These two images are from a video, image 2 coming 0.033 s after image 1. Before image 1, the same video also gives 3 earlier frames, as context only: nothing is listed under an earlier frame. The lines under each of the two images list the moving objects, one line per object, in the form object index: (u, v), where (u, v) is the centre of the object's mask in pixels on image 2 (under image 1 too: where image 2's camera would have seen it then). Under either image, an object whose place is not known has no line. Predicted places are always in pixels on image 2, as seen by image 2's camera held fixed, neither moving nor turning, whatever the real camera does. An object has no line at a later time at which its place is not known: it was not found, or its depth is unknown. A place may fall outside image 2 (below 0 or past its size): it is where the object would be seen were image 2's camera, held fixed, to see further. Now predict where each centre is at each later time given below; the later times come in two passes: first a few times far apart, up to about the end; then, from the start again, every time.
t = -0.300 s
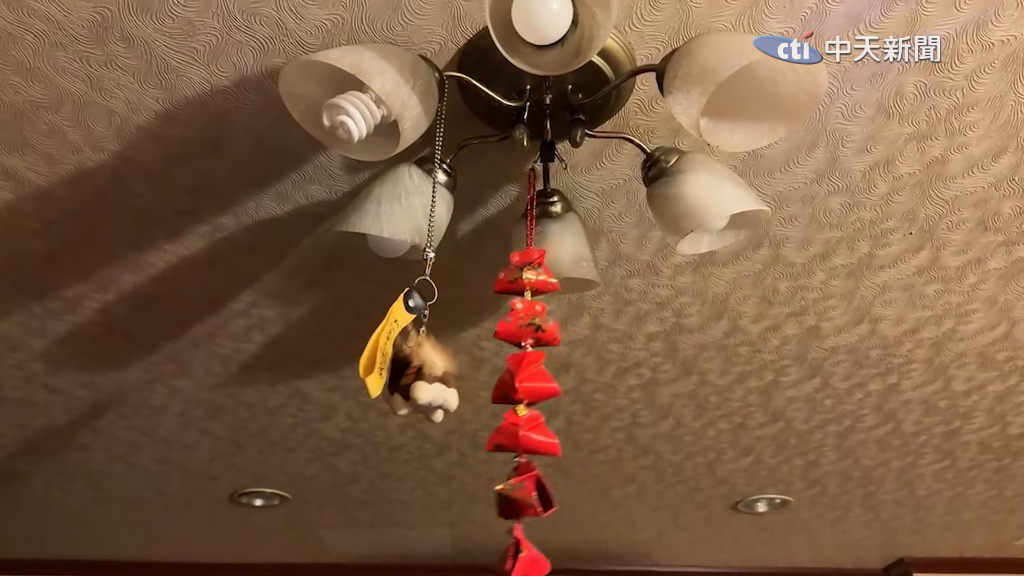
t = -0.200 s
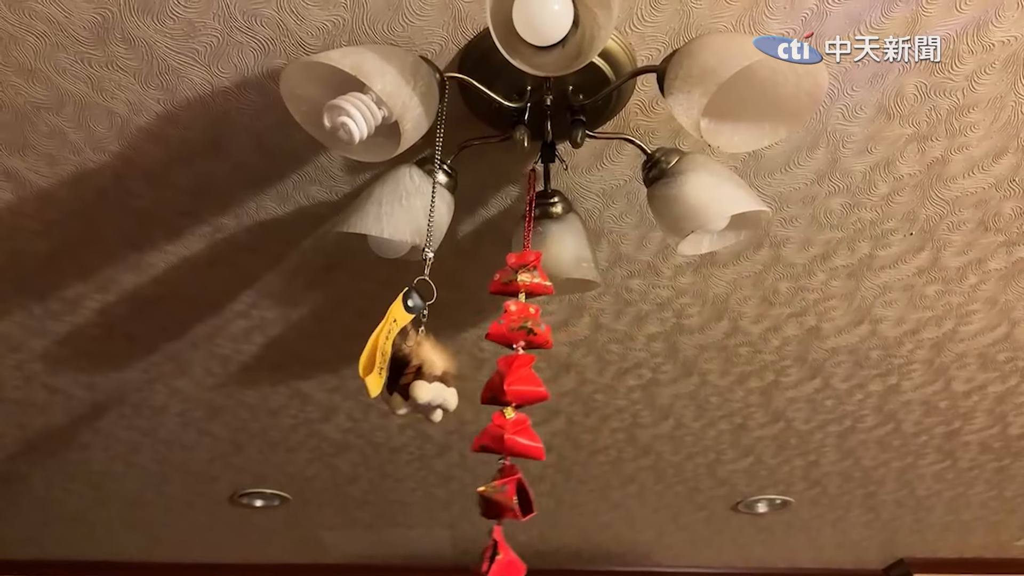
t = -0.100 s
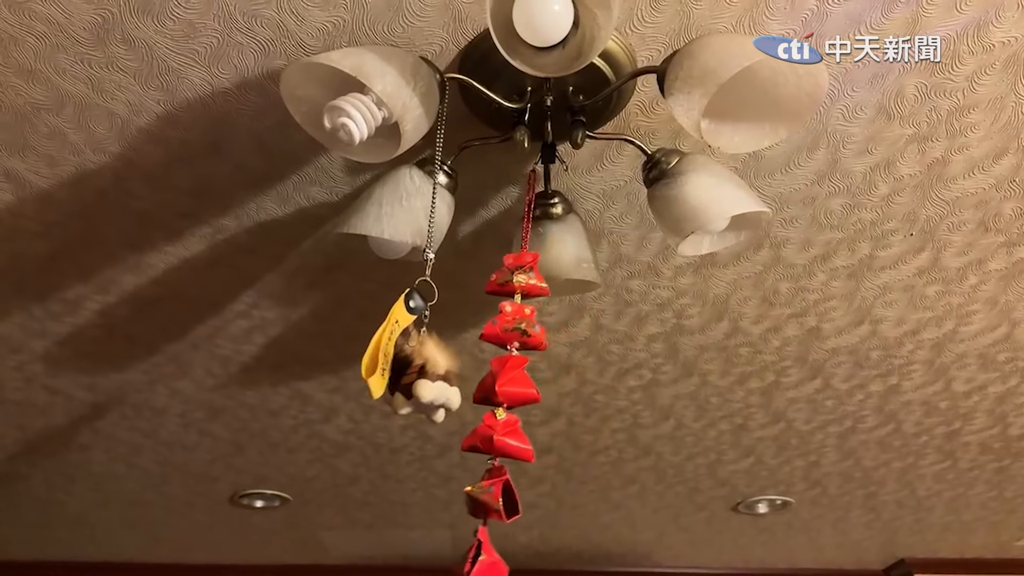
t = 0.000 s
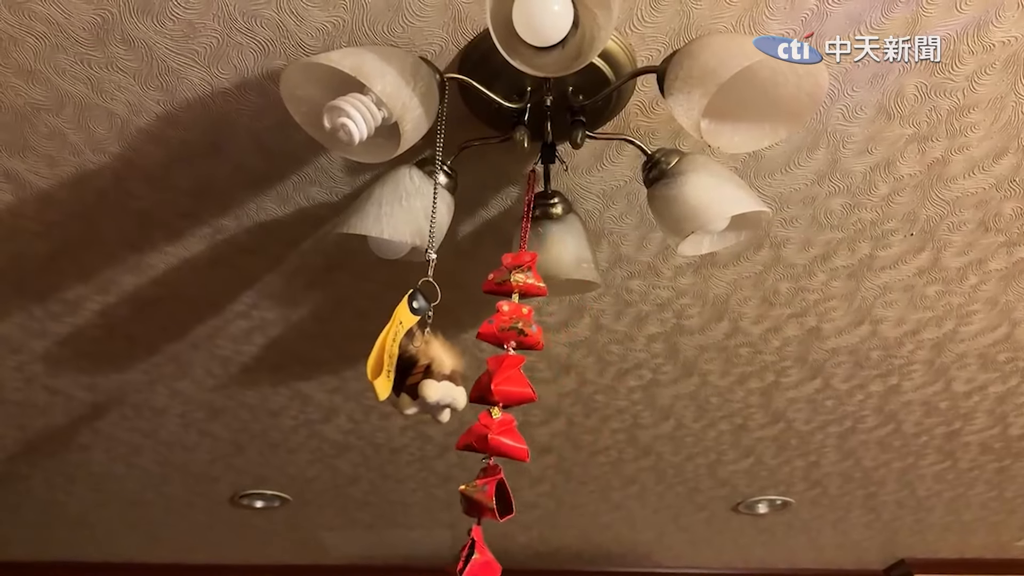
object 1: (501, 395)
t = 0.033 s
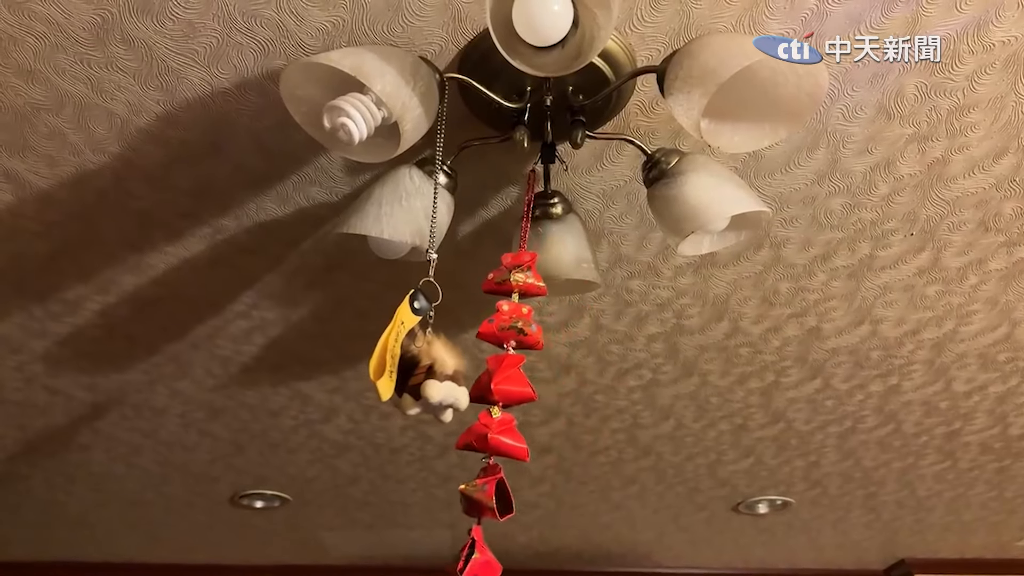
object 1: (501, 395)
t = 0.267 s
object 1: (521, 395)
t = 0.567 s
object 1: (567, 399)
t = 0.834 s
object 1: (571, 398)
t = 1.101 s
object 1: (541, 397)
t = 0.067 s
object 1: (502, 394)
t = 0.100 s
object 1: (503, 395)
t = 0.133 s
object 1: (505, 395)
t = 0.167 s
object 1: (508, 395)
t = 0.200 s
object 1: (512, 395)
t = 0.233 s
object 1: (516, 395)
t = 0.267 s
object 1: (521, 395)
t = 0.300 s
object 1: (526, 395)
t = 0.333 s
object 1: (532, 395)
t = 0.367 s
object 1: (537, 398)
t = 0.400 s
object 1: (543, 399)
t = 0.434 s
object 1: (549, 399)
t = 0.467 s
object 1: (554, 399)
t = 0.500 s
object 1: (559, 399)
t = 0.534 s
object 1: (563, 399)
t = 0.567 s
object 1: (567, 399)
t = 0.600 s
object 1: (570, 399)
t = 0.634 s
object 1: (572, 398)
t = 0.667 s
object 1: (574, 398)
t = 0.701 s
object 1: (575, 397)
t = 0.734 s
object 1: (575, 398)
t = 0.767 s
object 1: (574, 397)
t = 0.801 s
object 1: (573, 398)
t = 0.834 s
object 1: (571, 398)
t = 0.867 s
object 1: (568, 398)
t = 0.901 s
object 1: (565, 398)
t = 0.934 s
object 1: (562, 399)
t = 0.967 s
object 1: (558, 398)
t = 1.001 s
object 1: (554, 398)
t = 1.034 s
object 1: (550, 397)
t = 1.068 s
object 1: (545, 397)
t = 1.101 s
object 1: (541, 397)
